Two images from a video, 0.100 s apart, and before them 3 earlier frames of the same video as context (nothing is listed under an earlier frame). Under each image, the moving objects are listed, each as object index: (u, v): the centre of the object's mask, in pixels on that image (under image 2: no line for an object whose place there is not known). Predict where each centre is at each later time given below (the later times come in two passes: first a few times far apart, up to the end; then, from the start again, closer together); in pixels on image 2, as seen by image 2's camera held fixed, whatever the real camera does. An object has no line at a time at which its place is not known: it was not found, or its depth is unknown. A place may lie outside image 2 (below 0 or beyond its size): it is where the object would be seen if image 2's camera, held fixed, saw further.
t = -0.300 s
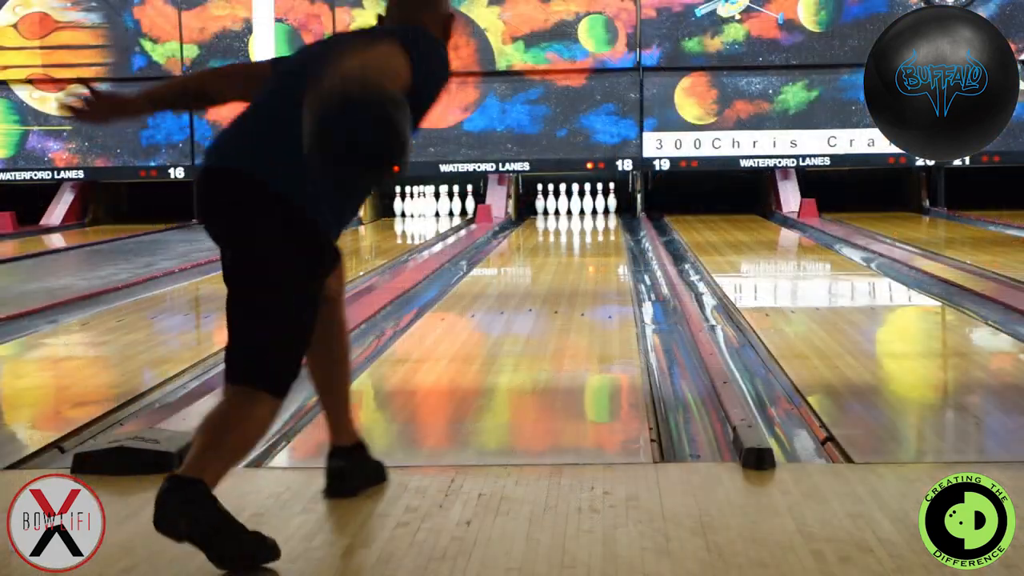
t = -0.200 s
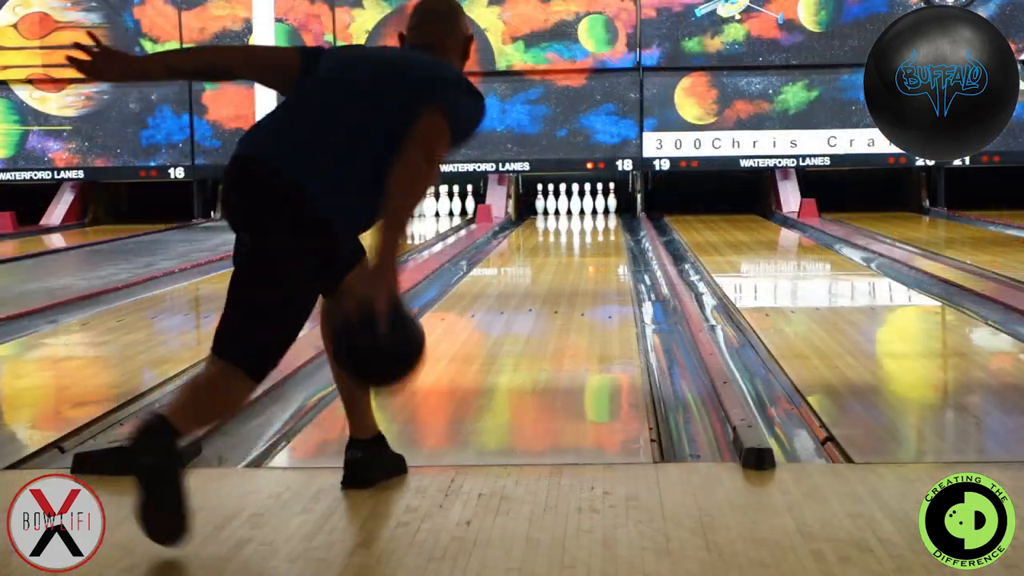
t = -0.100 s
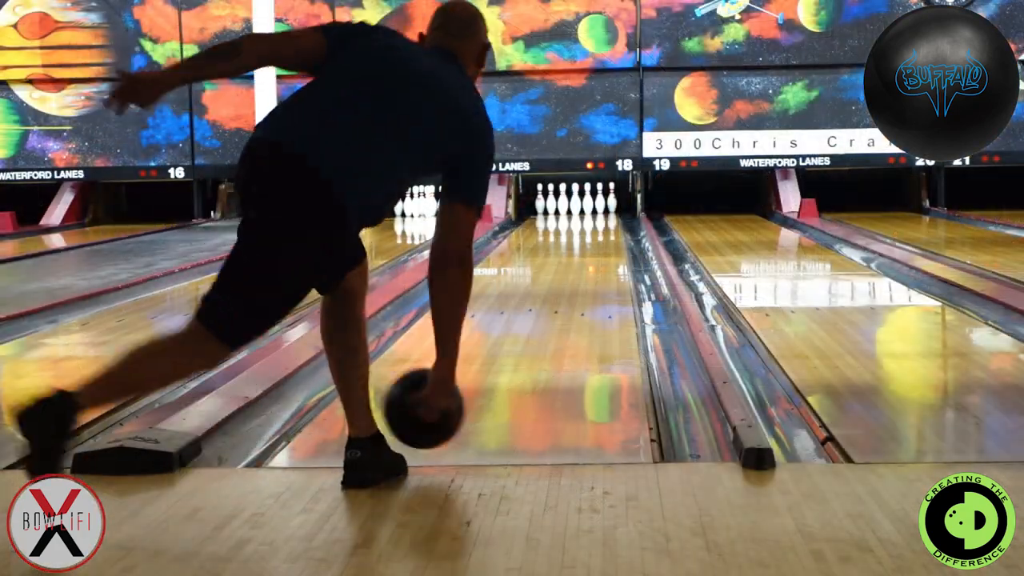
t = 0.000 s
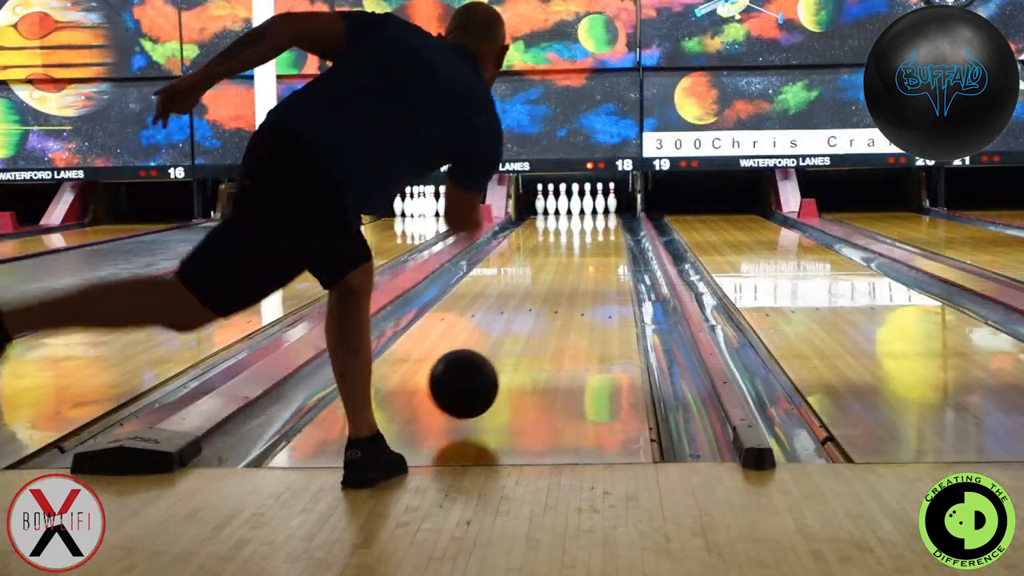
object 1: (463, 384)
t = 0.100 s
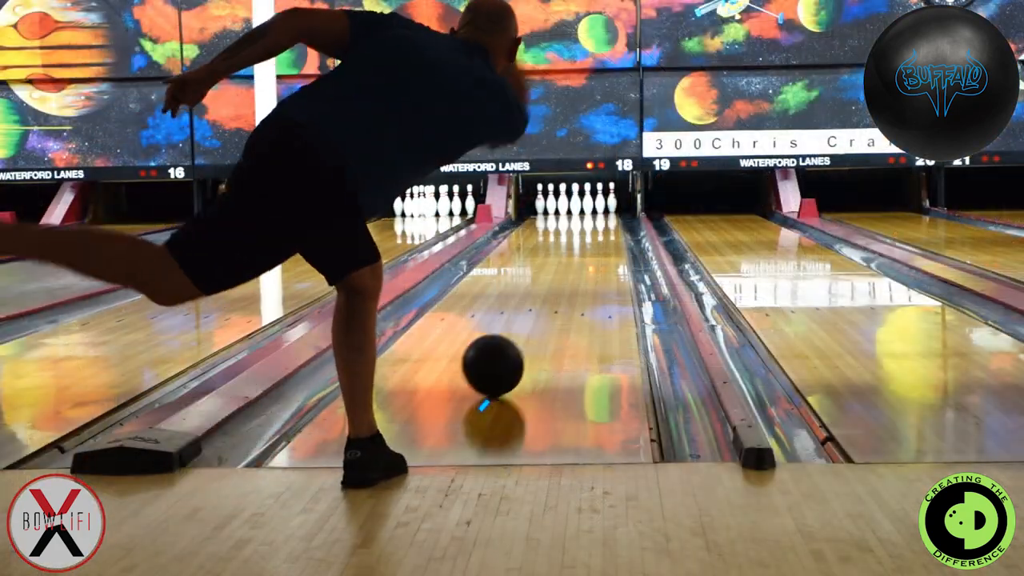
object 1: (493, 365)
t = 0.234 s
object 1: (522, 335)
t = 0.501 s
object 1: (562, 294)
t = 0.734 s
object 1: (584, 271)
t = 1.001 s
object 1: (600, 252)
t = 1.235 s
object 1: (607, 239)
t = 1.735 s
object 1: (607, 221)
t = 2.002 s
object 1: (602, 214)
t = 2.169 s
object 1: (597, 211)
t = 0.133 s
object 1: (501, 357)
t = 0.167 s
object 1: (509, 349)
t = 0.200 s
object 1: (516, 342)
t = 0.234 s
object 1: (522, 335)
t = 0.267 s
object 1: (528, 329)
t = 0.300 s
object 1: (534, 323)
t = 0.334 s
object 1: (539, 317)
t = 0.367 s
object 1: (544, 311)
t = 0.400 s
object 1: (549, 307)
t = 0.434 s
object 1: (553, 302)
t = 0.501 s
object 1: (562, 294)
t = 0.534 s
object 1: (565, 290)
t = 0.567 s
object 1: (569, 286)
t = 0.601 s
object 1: (572, 283)
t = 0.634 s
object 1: (575, 280)
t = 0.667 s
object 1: (578, 277)
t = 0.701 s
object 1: (581, 274)
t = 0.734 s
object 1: (584, 271)
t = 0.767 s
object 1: (586, 268)
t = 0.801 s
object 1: (588, 266)
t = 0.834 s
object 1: (591, 263)
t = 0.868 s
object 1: (593, 260)
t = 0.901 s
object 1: (595, 258)
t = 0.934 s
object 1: (596, 256)
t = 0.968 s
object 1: (598, 254)
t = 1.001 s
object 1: (600, 252)
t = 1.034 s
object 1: (601, 250)
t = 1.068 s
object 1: (602, 248)
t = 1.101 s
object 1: (603, 246)
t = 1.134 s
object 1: (605, 244)
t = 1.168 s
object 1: (606, 243)
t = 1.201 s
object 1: (606, 241)
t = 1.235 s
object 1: (607, 239)
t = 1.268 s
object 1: (607, 238)
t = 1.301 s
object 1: (608, 236)
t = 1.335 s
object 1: (608, 235)
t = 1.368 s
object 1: (608, 234)
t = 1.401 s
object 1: (609, 233)
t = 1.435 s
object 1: (609, 231)
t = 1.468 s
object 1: (609, 230)
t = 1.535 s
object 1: (609, 227)
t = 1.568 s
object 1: (609, 226)
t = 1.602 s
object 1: (609, 225)
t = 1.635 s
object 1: (608, 225)
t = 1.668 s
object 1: (608, 224)
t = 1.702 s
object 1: (607, 222)
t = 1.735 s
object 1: (607, 221)
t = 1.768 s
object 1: (606, 221)
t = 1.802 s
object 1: (606, 220)
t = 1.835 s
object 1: (605, 219)
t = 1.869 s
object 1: (604, 218)
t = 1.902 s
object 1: (604, 217)
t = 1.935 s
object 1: (603, 216)
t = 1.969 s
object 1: (603, 215)
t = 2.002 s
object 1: (602, 214)
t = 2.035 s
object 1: (600, 214)
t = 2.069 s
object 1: (599, 213)
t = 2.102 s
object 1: (599, 213)
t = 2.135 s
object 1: (598, 212)
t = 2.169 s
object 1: (597, 211)
